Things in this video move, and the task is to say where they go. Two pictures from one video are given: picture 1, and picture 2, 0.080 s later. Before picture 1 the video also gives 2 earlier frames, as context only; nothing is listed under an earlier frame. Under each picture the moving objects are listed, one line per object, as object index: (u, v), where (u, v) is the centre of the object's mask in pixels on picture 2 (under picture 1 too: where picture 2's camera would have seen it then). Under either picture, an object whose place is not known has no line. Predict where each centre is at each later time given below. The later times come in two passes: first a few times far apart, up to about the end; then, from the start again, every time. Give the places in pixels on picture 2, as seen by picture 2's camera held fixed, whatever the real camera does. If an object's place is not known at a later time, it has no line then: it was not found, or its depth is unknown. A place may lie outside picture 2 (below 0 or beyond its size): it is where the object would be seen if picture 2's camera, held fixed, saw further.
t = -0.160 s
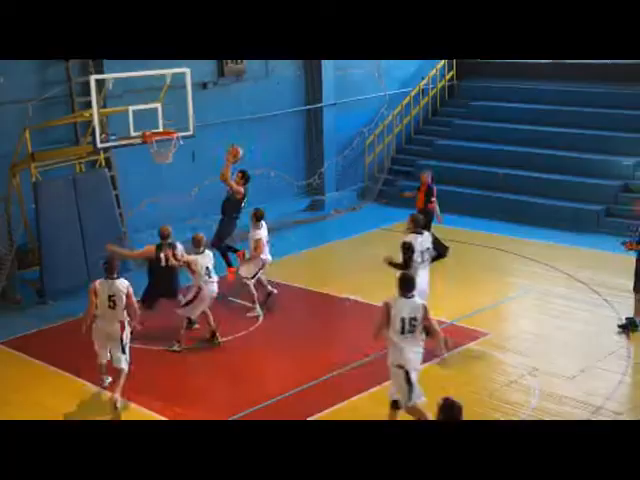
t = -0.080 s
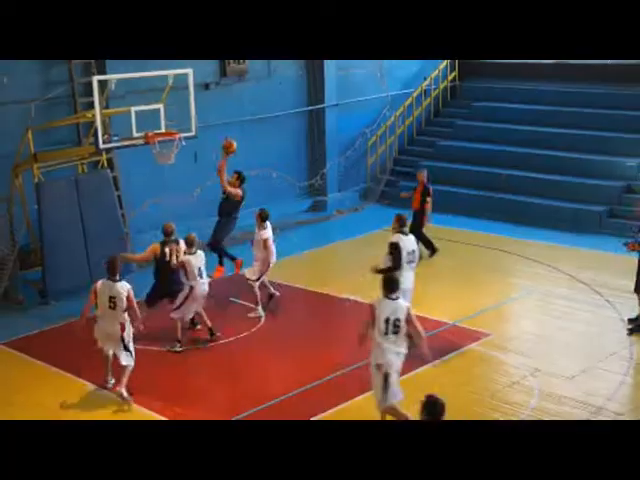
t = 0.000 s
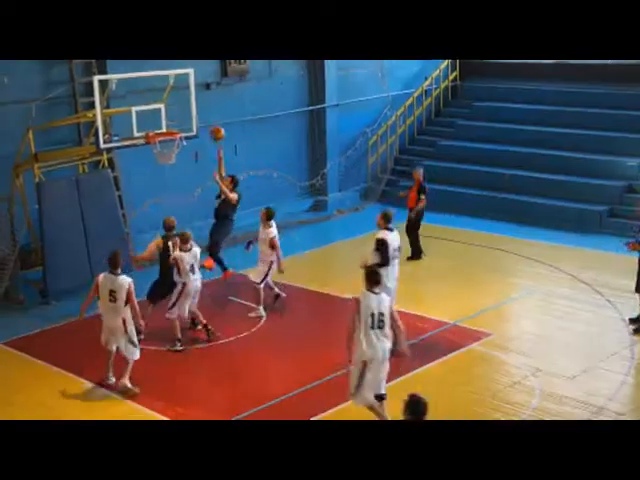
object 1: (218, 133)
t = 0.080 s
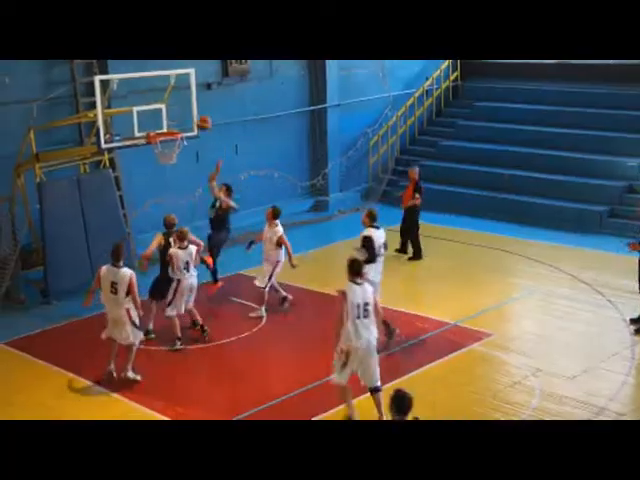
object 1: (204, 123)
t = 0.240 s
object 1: (174, 114)
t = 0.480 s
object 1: (150, 124)
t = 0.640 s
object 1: (147, 122)
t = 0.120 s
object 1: (196, 119)
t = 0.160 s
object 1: (188, 117)
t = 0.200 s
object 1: (180, 114)
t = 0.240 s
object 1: (174, 114)
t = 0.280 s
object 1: (167, 114)
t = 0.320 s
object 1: (161, 116)
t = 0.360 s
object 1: (156, 119)
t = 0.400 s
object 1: (153, 121)
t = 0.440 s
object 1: (151, 125)
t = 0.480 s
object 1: (150, 124)
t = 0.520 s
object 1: (149, 122)
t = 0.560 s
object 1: (149, 122)
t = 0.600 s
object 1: (147, 121)
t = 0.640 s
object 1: (147, 122)
